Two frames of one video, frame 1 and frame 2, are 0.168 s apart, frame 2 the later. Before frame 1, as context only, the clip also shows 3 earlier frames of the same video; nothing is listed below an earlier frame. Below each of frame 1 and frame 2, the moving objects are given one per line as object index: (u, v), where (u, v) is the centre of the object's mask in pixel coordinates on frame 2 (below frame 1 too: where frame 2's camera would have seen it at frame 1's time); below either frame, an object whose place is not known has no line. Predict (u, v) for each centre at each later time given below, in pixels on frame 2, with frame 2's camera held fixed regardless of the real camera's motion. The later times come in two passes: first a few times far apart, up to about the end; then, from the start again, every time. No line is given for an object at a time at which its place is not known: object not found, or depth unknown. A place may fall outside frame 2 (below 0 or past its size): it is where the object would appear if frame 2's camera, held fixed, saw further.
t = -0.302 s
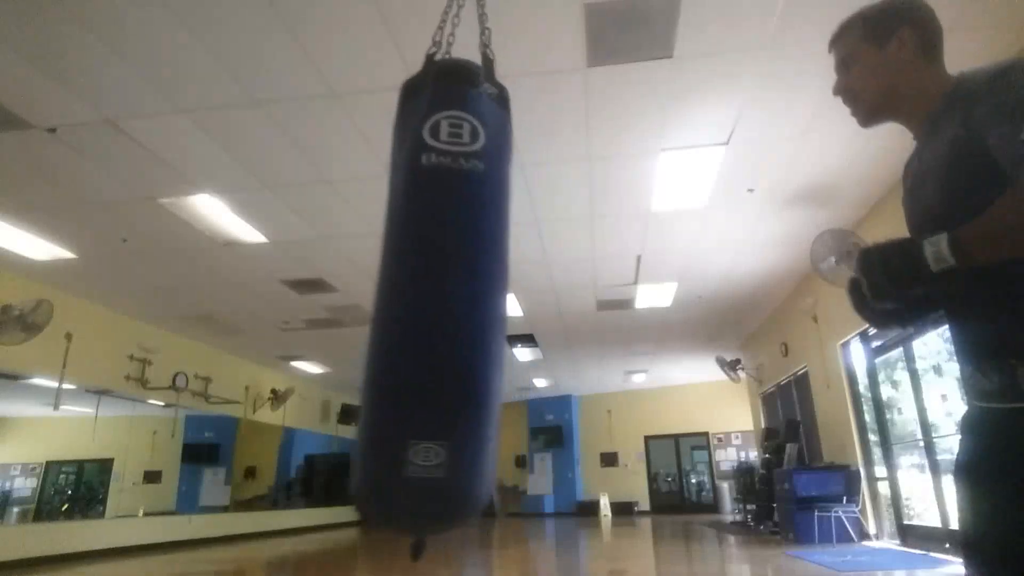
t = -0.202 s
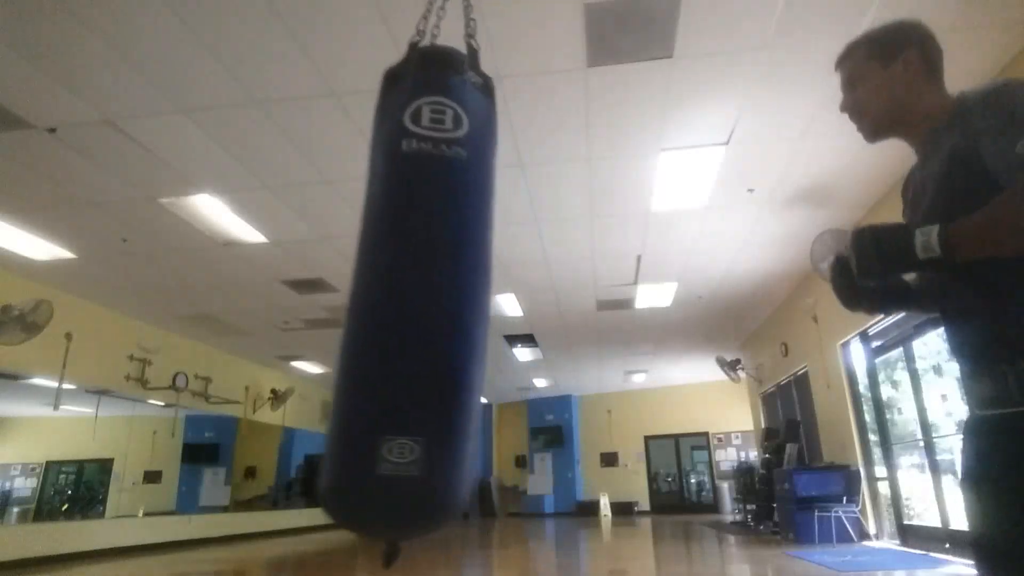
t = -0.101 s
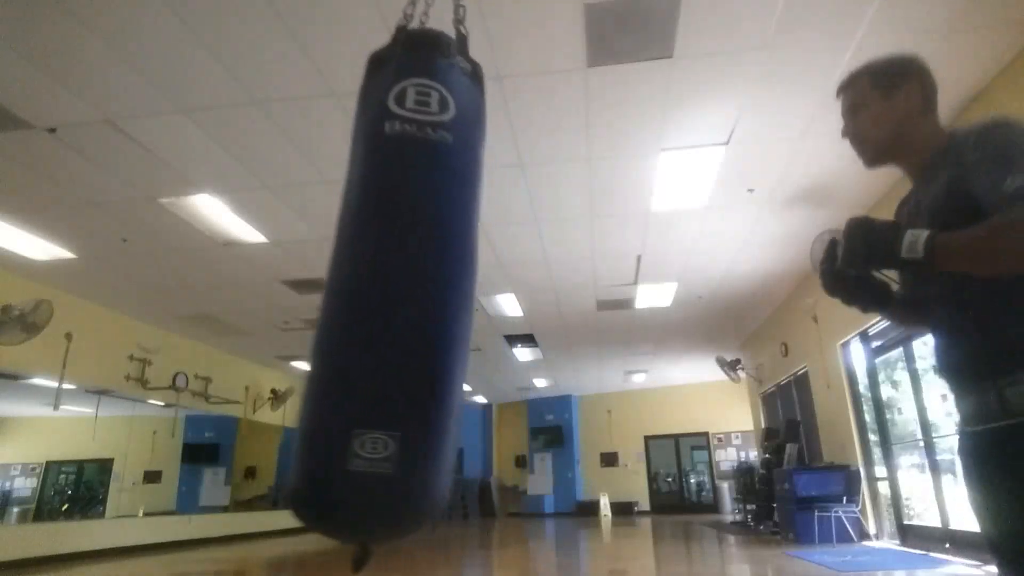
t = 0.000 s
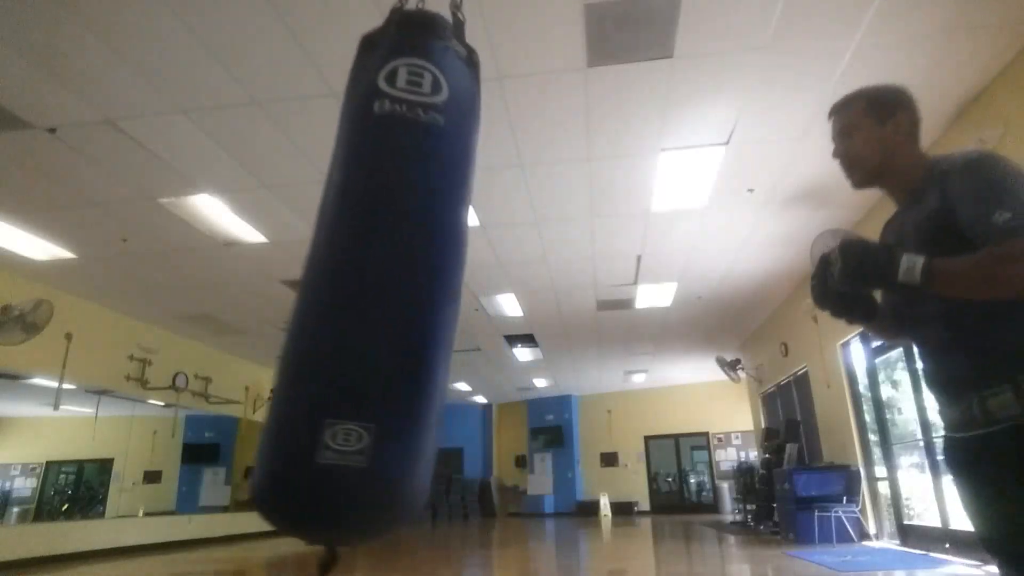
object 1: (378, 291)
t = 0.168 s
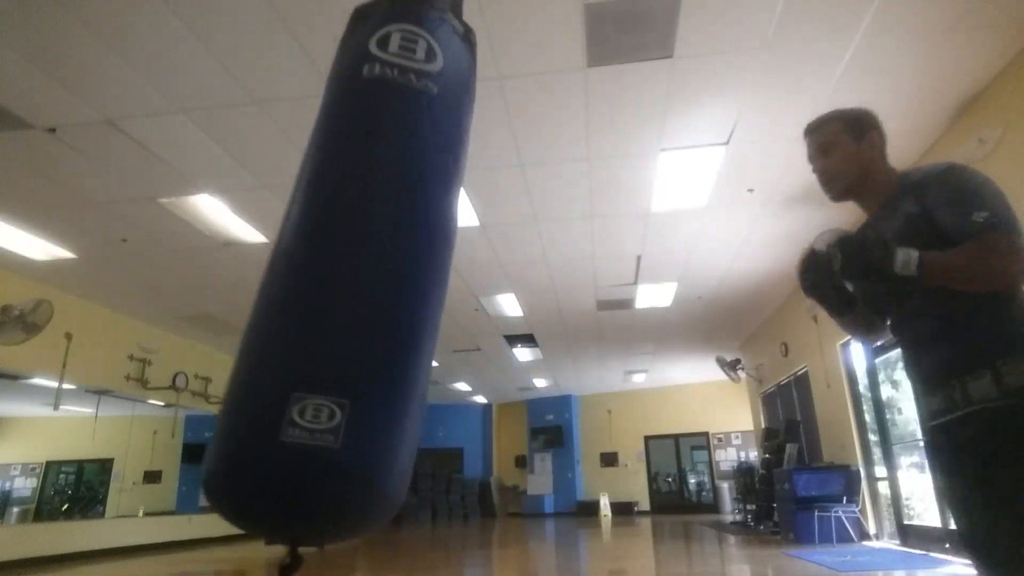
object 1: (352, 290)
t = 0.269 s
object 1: (345, 290)
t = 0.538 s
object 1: (368, 285)
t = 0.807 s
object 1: (454, 286)
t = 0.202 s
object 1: (350, 290)
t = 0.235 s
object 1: (348, 290)
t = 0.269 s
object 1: (345, 290)
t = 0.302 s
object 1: (346, 289)
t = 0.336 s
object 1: (346, 288)
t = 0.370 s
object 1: (347, 288)
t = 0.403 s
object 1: (349, 288)
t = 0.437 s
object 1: (352, 288)
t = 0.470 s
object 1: (356, 287)
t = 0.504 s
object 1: (361, 286)
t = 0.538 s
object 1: (368, 285)
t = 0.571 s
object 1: (376, 284)
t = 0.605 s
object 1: (386, 285)
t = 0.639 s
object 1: (394, 284)
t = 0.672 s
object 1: (405, 285)
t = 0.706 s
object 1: (416, 287)
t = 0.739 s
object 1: (429, 285)
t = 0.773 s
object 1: (441, 285)
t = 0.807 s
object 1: (454, 286)
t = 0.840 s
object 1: (466, 287)
